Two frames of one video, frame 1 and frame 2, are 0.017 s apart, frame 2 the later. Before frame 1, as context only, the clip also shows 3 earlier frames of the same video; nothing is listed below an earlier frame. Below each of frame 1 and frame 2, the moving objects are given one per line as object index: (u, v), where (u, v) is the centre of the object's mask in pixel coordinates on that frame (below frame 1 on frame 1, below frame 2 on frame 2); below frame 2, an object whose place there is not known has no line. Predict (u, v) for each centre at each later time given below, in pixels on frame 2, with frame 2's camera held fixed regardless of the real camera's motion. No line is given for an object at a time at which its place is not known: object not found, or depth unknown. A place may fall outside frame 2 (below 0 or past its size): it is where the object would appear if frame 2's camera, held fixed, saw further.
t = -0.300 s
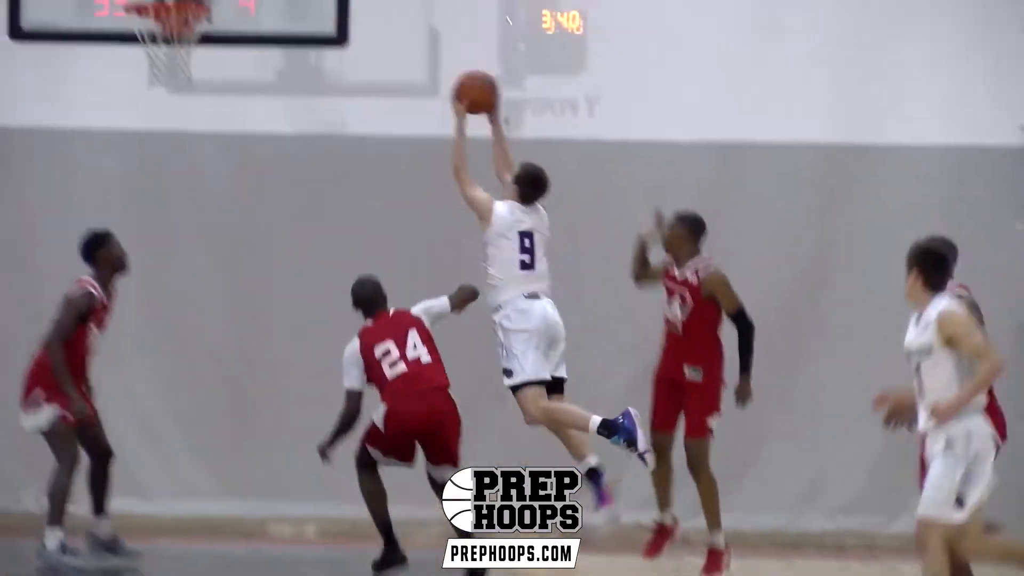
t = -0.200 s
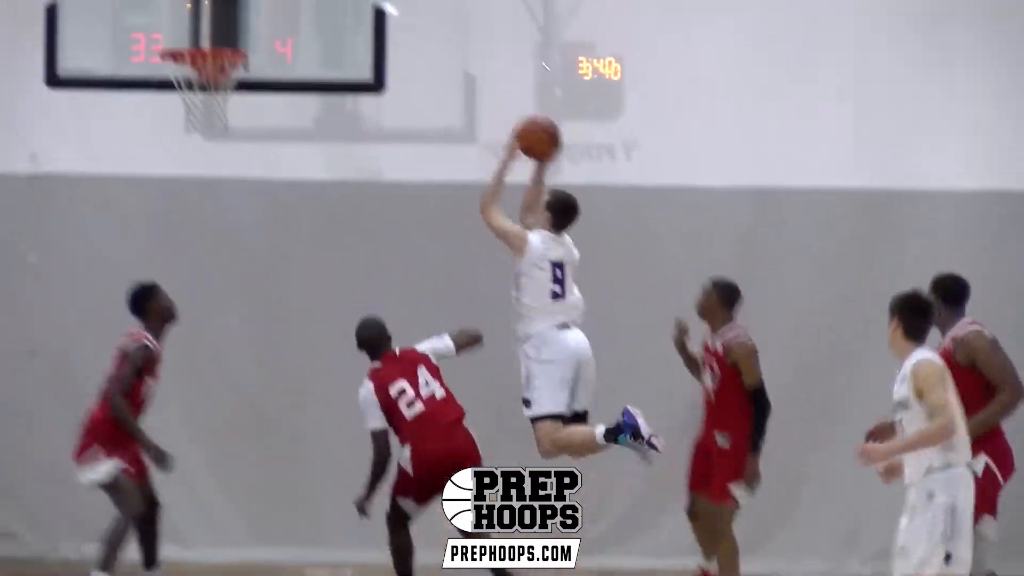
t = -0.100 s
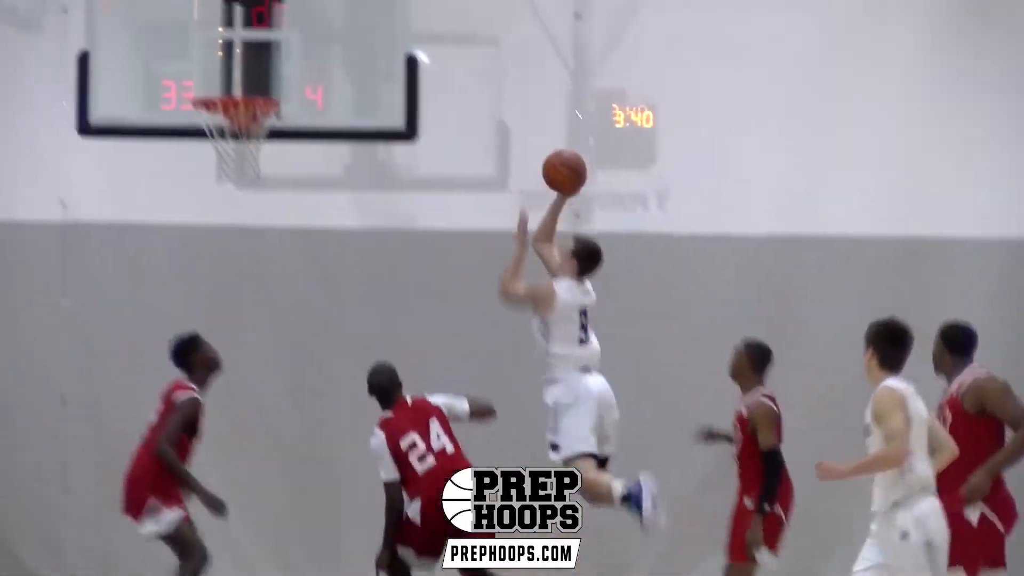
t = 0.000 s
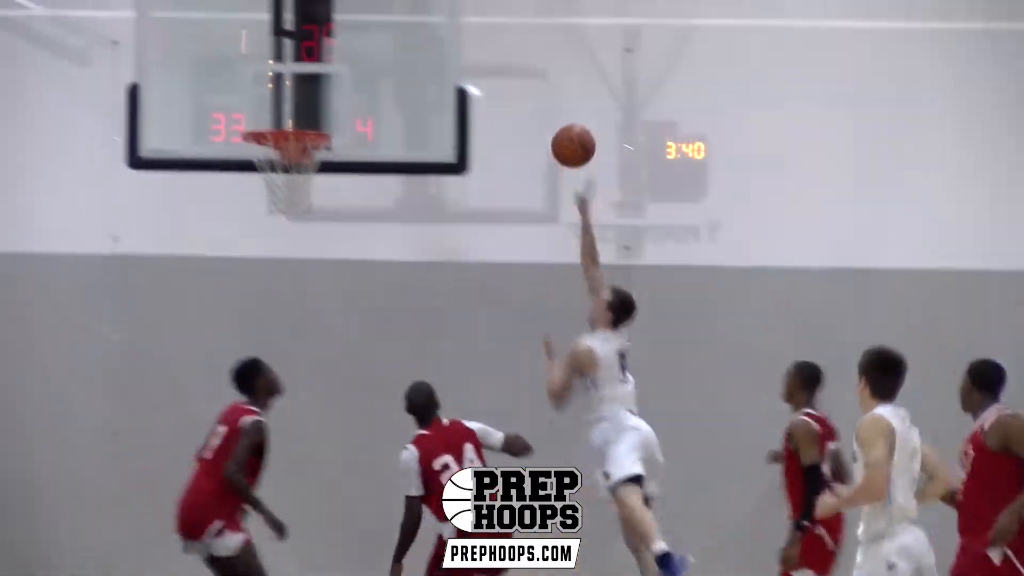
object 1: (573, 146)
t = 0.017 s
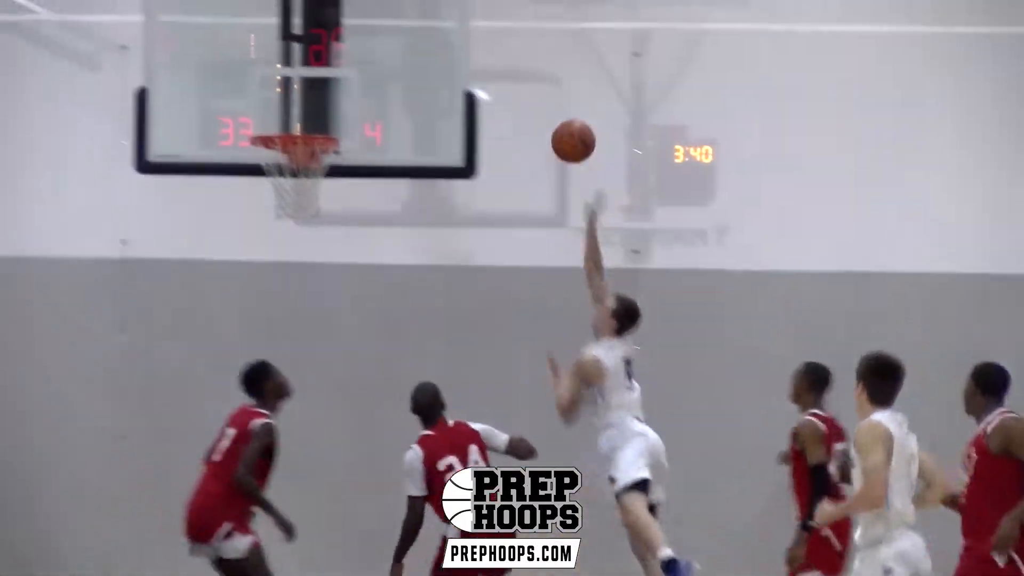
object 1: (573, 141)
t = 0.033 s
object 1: (564, 132)
